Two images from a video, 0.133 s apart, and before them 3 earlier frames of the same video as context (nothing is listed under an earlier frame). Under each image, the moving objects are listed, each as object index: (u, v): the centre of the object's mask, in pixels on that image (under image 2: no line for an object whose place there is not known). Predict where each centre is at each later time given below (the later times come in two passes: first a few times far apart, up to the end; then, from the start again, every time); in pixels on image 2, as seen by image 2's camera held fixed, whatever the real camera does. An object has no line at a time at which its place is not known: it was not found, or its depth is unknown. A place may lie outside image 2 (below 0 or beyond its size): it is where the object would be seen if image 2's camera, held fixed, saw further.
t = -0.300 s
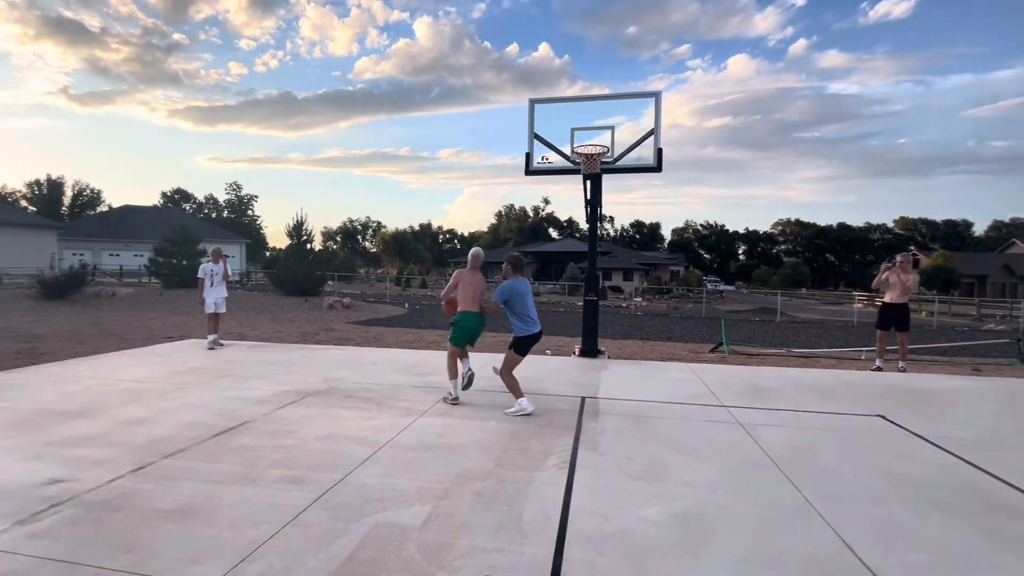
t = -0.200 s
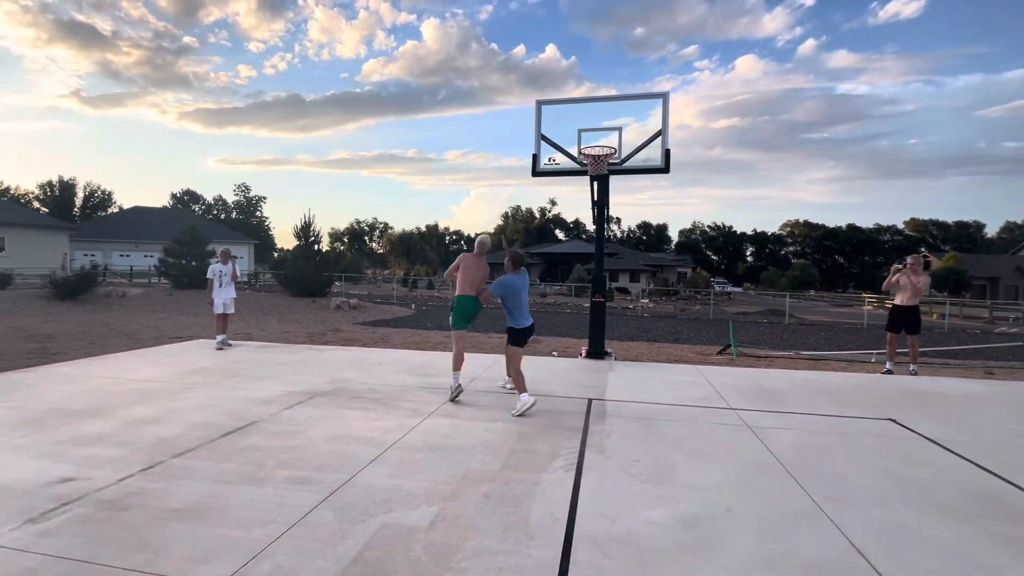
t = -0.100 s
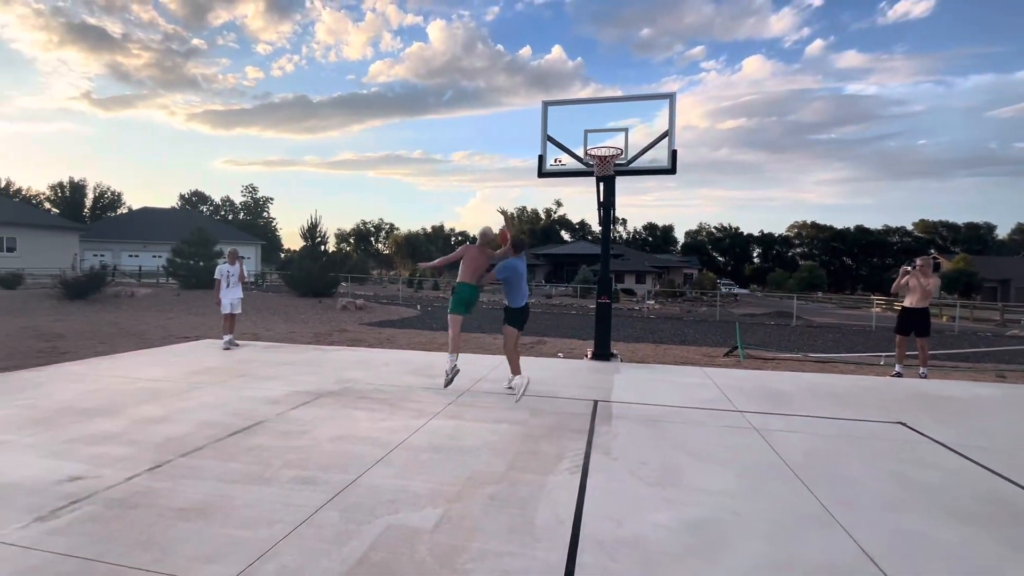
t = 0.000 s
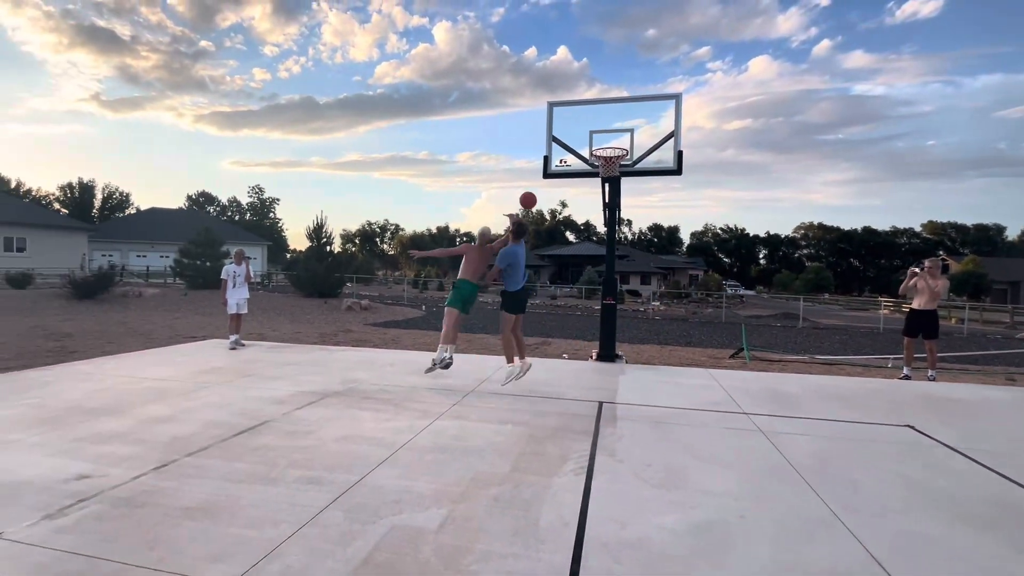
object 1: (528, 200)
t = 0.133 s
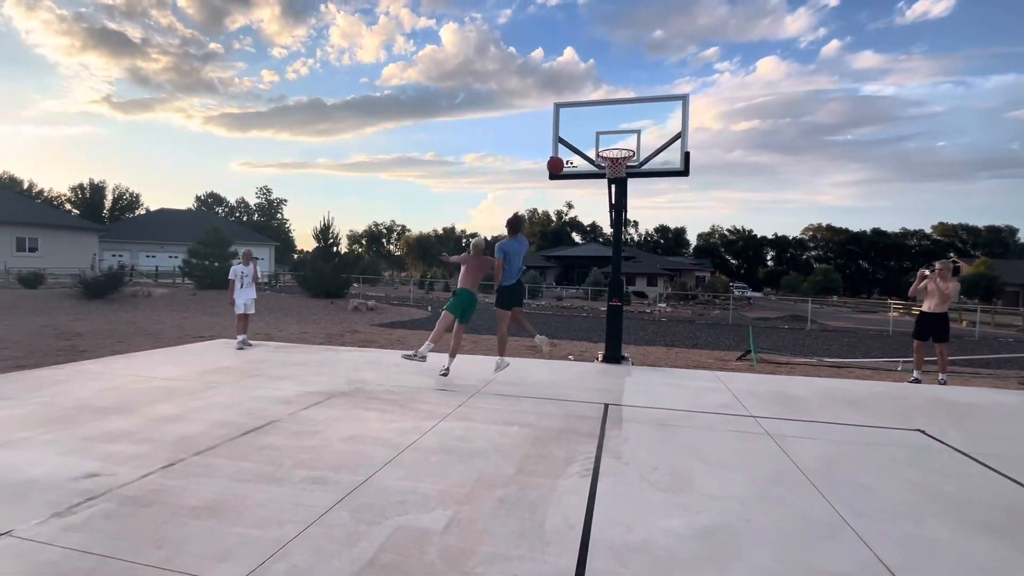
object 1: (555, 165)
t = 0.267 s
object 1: (575, 143)
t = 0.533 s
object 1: (599, 125)
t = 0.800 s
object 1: (616, 145)
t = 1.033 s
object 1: (611, 154)
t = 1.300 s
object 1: (620, 191)
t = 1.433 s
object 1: (626, 226)
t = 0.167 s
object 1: (561, 158)
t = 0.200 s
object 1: (566, 153)
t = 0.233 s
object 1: (570, 147)
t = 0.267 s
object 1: (575, 143)
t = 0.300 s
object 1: (580, 140)
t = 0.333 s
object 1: (585, 137)
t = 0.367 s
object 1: (588, 134)
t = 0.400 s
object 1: (590, 130)
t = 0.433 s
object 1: (592, 128)
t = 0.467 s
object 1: (594, 126)
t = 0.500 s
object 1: (597, 125)
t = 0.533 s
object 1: (599, 125)
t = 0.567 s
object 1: (601, 125)
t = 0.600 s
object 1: (603, 127)
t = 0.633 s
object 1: (606, 129)
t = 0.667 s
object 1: (608, 132)
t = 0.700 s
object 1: (610, 137)
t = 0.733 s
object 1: (612, 141)
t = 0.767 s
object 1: (614, 143)
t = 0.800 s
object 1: (616, 145)
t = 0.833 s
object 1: (618, 147)
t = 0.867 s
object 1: (620, 146)
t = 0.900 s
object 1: (621, 152)
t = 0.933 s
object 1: (620, 153)
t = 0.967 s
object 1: (618, 153)
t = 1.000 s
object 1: (614, 153)
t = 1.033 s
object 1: (611, 154)
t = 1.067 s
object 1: (609, 156)
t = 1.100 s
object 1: (610, 157)
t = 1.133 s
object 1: (611, 160)
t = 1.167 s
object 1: (611, 163)
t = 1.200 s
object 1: (617, 179)
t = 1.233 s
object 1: (617, 181)
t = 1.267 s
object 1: (618, 184)
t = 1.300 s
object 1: (620, 191)
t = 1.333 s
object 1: (622, 199)
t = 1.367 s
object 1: (623, 207)
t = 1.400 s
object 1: (624, 217)
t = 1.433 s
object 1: (626, 226)
